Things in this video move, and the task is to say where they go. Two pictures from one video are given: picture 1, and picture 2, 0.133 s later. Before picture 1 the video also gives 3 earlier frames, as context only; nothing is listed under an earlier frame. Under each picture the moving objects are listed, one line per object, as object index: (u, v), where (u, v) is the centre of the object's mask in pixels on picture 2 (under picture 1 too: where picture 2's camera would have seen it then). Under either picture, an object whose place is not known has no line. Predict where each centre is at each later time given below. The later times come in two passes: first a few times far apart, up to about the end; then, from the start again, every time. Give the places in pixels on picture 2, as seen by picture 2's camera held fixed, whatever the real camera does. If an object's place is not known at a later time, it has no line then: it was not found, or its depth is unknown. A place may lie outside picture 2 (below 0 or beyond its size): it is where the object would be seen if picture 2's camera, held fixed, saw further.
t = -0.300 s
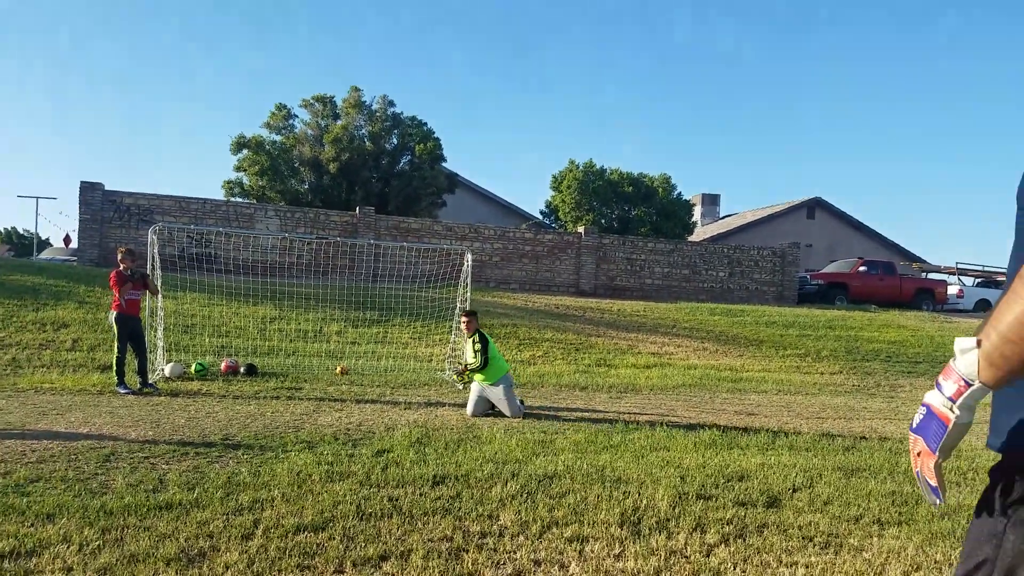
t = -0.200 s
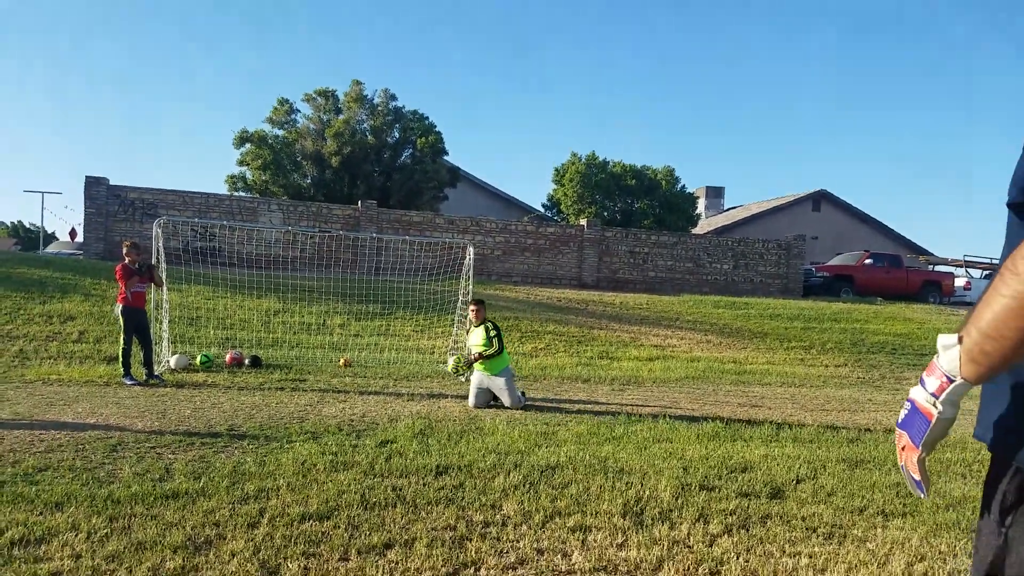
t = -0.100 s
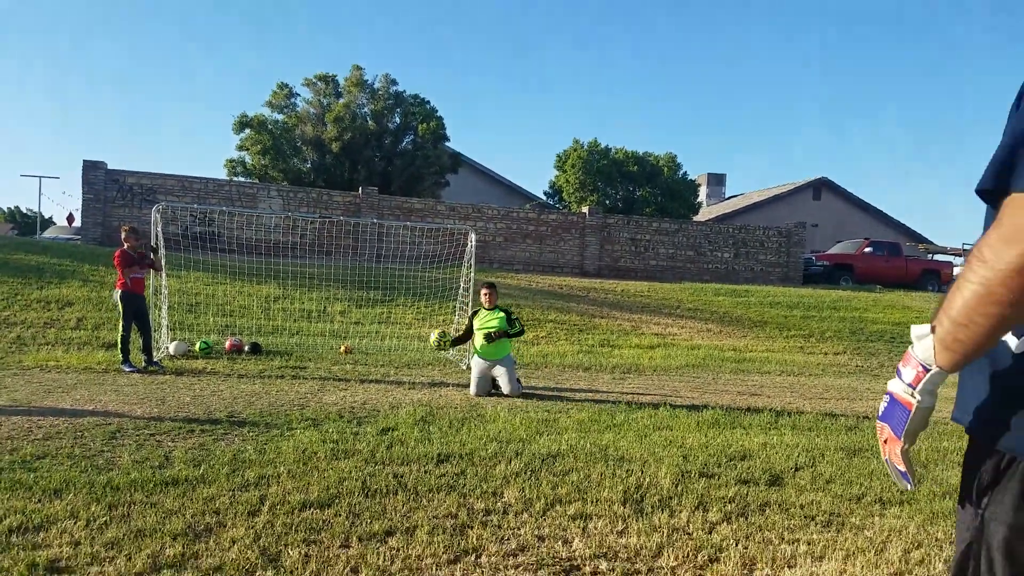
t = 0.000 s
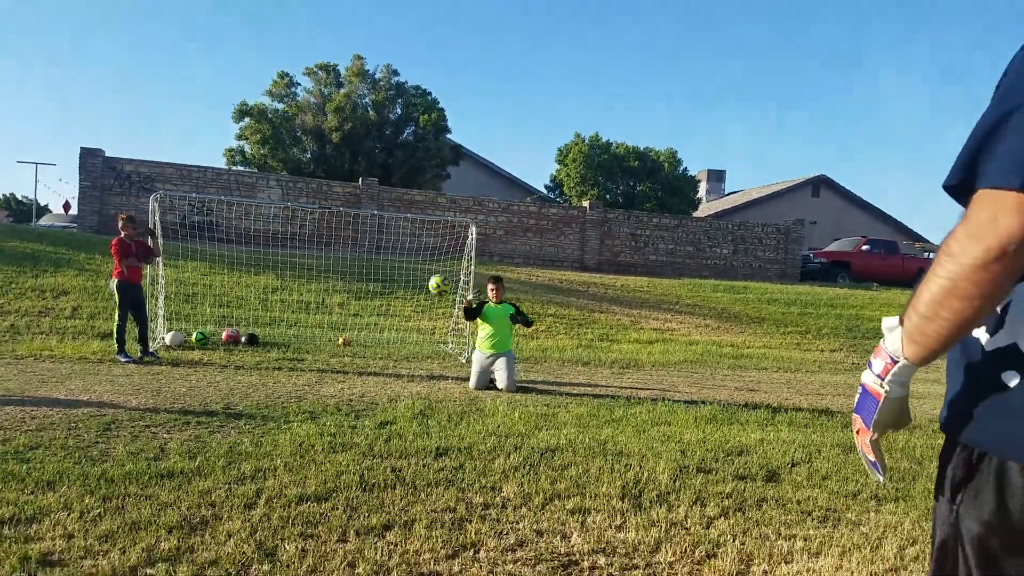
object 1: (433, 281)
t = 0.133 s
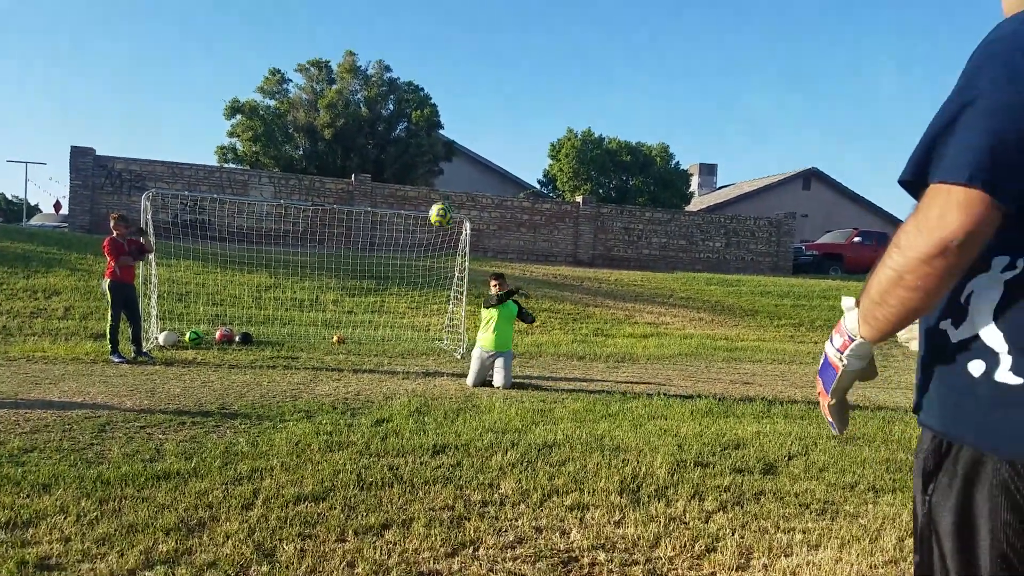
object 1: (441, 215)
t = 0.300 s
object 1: (455, 139)
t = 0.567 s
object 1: (483, 55)
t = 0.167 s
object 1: (444, 199)
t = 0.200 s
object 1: (446, 182)
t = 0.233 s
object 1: (450, 167)
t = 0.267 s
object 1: (452, 153)
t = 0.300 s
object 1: (455, 139)
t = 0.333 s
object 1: (458, 126)
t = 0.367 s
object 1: (461, 112)
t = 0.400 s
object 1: (464, 100)
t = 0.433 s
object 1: (467, 88)
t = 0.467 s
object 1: (470, 78)
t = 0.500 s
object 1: (474, 69)
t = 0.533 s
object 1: (478, 62)
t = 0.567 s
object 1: (483, 55)
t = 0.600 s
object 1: (487, 50)
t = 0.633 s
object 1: (492, 48)
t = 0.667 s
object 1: (498, 49)
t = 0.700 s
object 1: (504, 53)
